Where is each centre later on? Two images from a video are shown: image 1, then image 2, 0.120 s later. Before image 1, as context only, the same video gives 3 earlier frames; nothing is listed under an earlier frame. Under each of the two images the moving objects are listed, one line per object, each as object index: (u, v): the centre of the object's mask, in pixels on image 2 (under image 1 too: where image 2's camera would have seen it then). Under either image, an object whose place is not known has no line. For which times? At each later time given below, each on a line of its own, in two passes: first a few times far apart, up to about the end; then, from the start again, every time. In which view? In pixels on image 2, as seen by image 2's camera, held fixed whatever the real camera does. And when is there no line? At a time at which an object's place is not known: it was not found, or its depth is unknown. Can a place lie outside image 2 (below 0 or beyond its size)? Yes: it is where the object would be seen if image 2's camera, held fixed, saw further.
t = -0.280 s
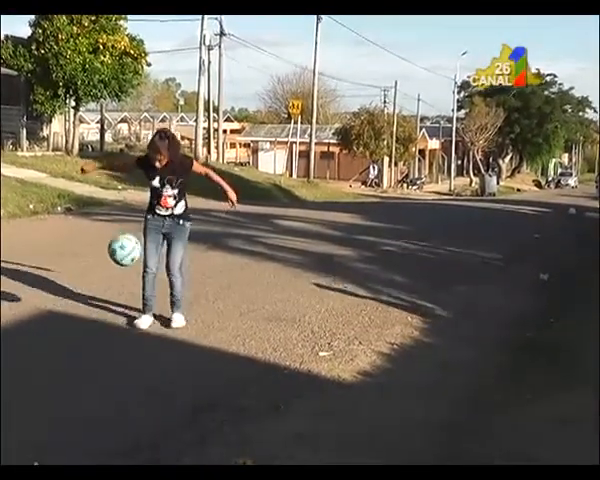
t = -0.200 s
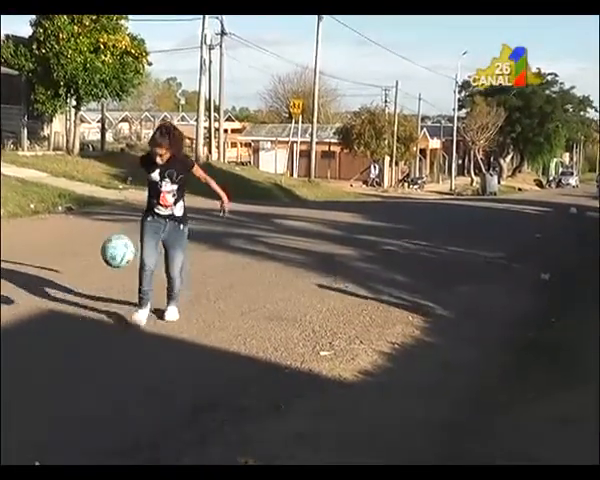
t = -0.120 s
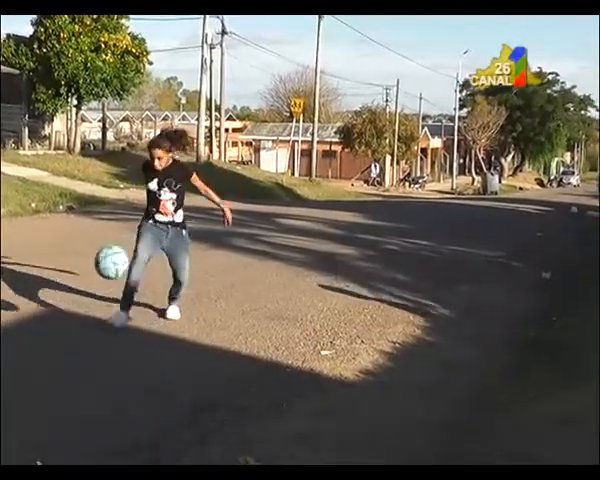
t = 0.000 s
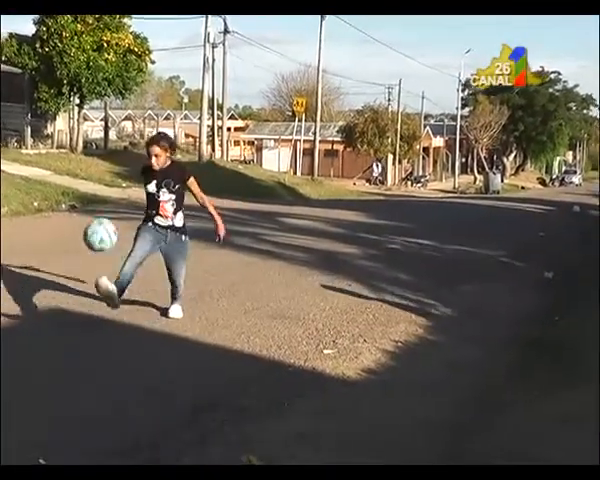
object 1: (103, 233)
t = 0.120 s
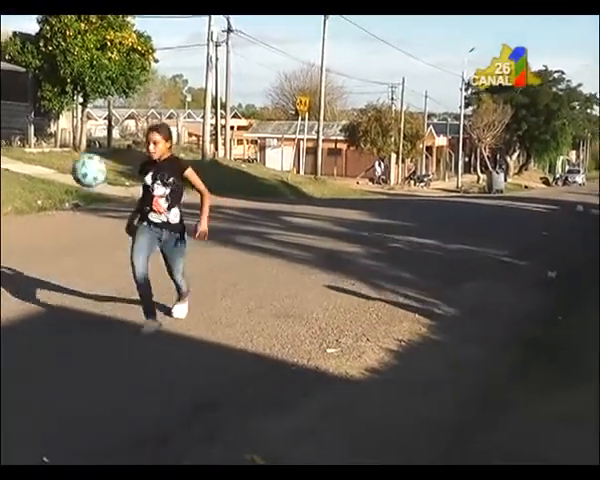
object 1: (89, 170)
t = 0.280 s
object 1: (71, 120)
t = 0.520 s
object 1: (45, 118)
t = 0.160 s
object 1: (85, 154)
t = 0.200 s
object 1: (80, 140)
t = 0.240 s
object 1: (74, 129)
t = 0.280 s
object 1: (71, 120)
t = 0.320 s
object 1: (66, 113)
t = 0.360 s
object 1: (62, 109)
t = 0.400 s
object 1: (57, 108)
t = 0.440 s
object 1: (53, 108)
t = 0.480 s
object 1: (50, 112)
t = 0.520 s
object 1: (45, 118)
